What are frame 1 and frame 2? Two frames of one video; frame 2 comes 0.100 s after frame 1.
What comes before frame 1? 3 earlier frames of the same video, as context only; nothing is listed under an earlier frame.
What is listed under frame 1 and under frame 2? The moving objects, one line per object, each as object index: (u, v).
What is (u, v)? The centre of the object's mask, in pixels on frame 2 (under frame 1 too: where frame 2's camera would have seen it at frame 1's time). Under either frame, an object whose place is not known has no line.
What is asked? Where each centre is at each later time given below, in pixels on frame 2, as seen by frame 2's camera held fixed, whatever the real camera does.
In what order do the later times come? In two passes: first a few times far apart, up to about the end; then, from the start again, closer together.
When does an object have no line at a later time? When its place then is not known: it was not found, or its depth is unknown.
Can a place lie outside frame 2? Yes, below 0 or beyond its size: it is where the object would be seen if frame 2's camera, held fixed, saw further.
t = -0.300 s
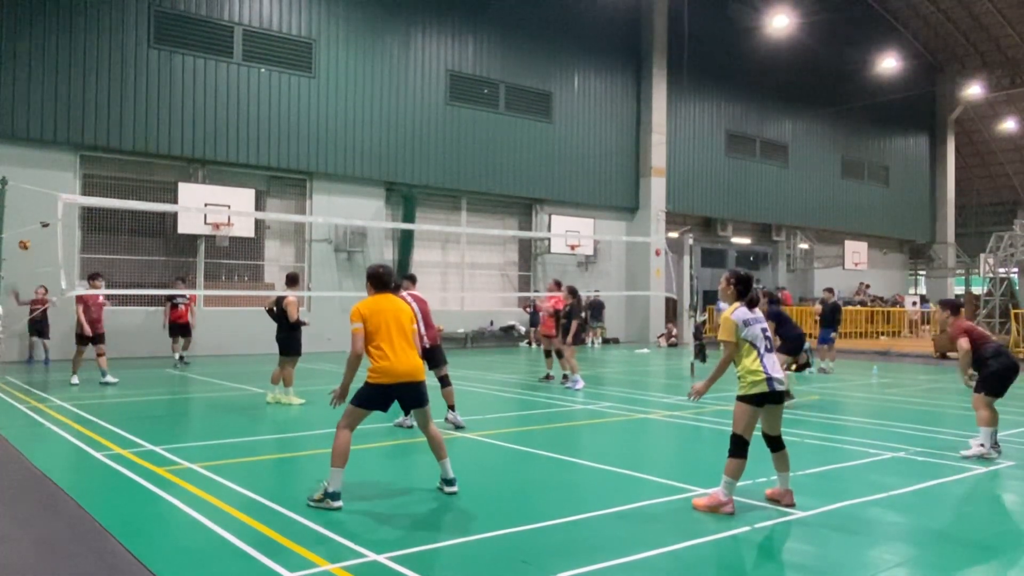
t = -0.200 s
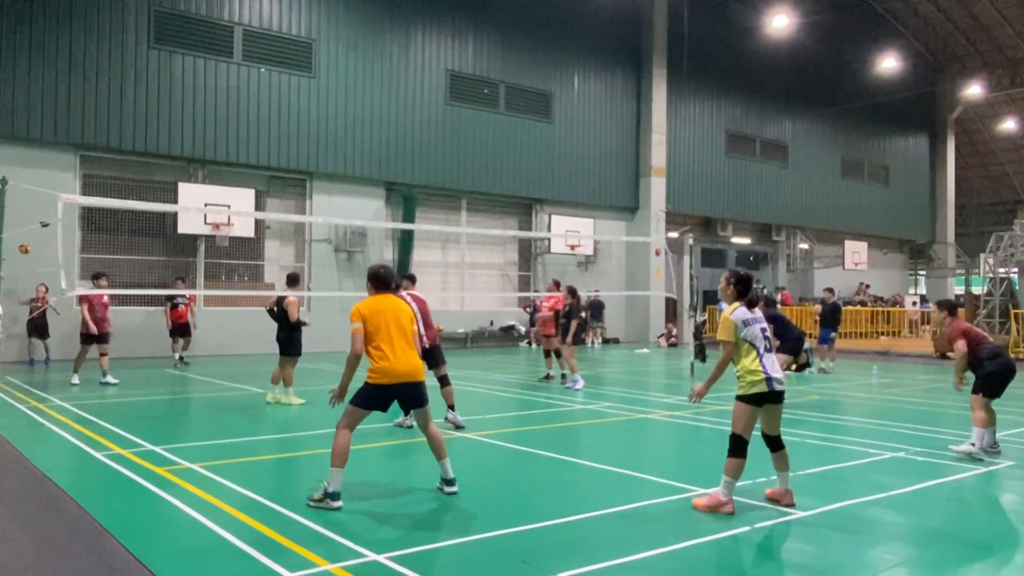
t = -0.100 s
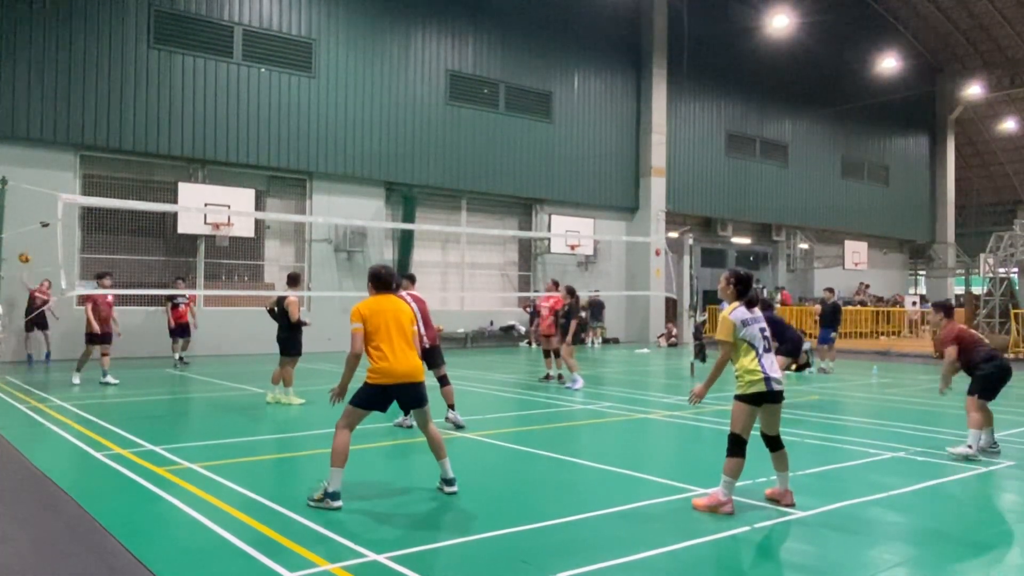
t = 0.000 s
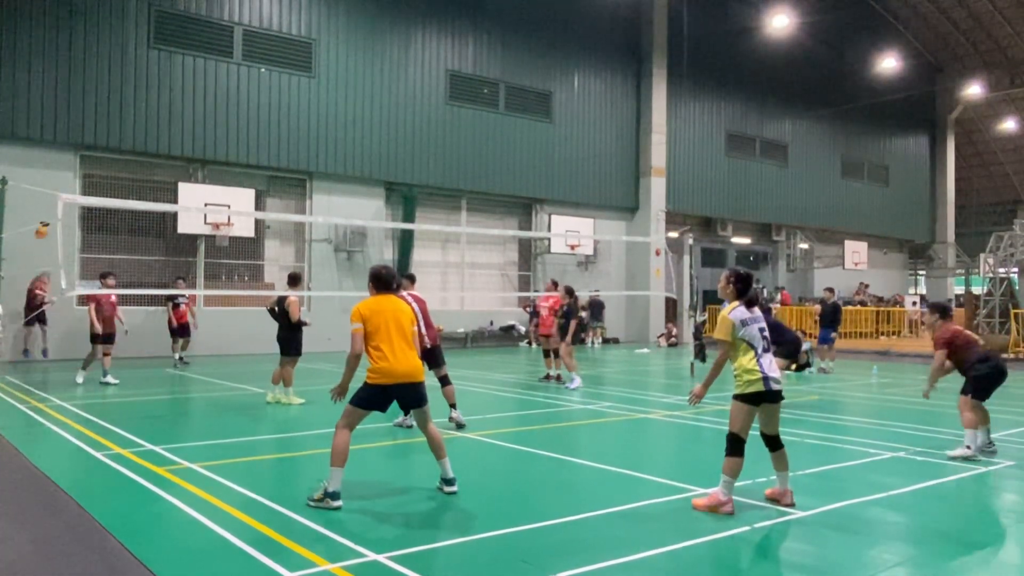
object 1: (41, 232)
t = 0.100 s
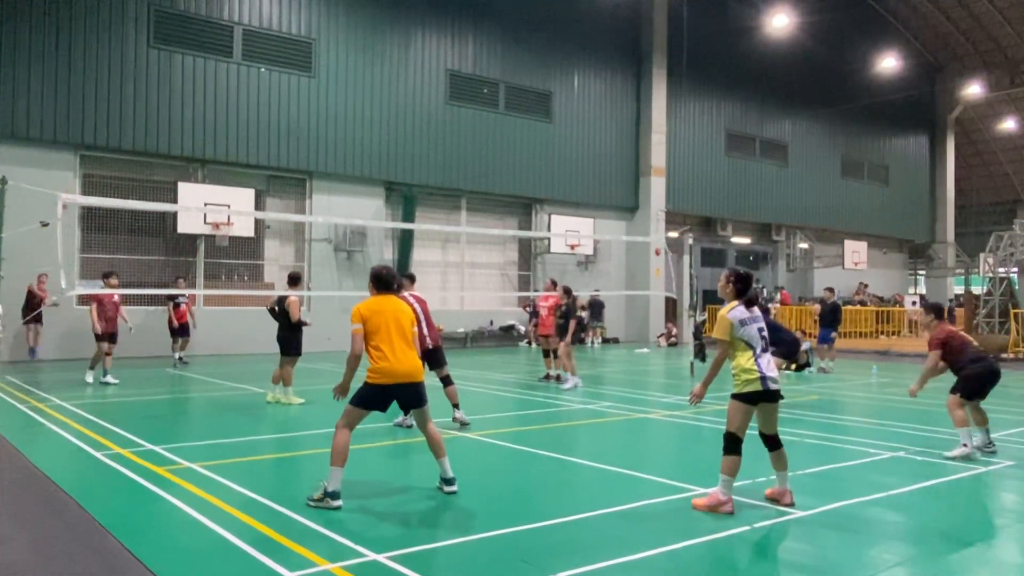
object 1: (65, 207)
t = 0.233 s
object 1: (98, 165)
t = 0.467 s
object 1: (166, 119)
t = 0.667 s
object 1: (239, 103)
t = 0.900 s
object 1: (348, 123)
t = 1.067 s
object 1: (448, 176)
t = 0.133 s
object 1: (72, 191)
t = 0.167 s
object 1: (80, 184)
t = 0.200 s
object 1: (88, 175)
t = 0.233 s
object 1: (98, 165)
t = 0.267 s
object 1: (107, 158)
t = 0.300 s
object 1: (117, 149)
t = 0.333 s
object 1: (126, 143)
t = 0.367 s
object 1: (135, 137)
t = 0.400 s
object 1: (146, 131)
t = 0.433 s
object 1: (156, 125)
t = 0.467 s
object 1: (166, 119)
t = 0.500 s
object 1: (178, 114)
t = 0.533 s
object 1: (189, 112)
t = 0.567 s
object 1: (201, 108)
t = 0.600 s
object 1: (213, 105)
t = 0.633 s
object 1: (225, 103)
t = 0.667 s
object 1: (239, 103)
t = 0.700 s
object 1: (253, 102)
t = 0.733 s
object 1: (267, 103)
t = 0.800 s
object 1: (297, 108)
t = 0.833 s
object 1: (313, 111)
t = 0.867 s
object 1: (330, 116)
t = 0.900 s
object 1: (348, 123)
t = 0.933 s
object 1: (366, 130)
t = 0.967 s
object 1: (386, 139)
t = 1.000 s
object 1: (406, 150)
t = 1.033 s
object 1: (426, 162)
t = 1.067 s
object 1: (448, 176)
